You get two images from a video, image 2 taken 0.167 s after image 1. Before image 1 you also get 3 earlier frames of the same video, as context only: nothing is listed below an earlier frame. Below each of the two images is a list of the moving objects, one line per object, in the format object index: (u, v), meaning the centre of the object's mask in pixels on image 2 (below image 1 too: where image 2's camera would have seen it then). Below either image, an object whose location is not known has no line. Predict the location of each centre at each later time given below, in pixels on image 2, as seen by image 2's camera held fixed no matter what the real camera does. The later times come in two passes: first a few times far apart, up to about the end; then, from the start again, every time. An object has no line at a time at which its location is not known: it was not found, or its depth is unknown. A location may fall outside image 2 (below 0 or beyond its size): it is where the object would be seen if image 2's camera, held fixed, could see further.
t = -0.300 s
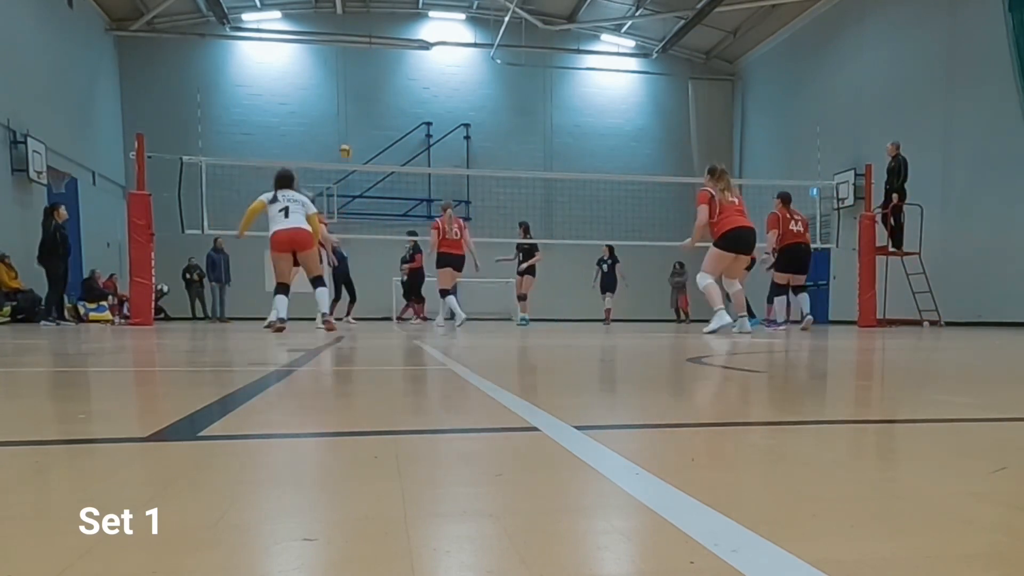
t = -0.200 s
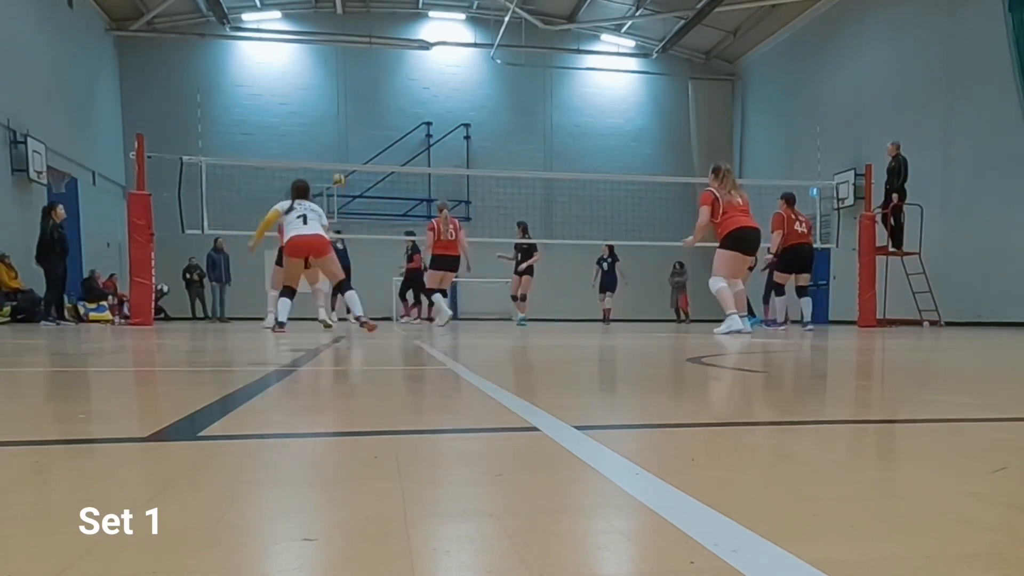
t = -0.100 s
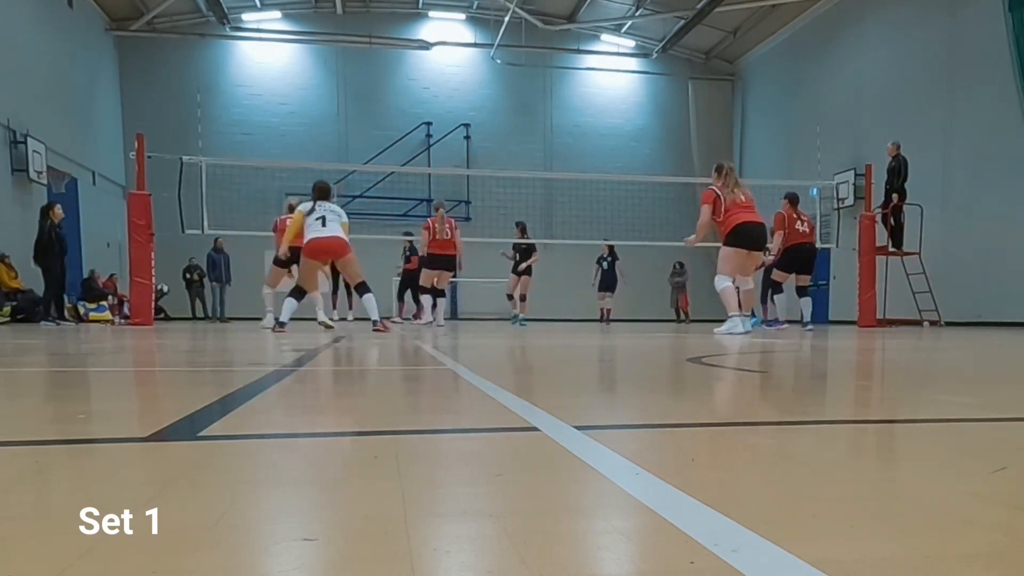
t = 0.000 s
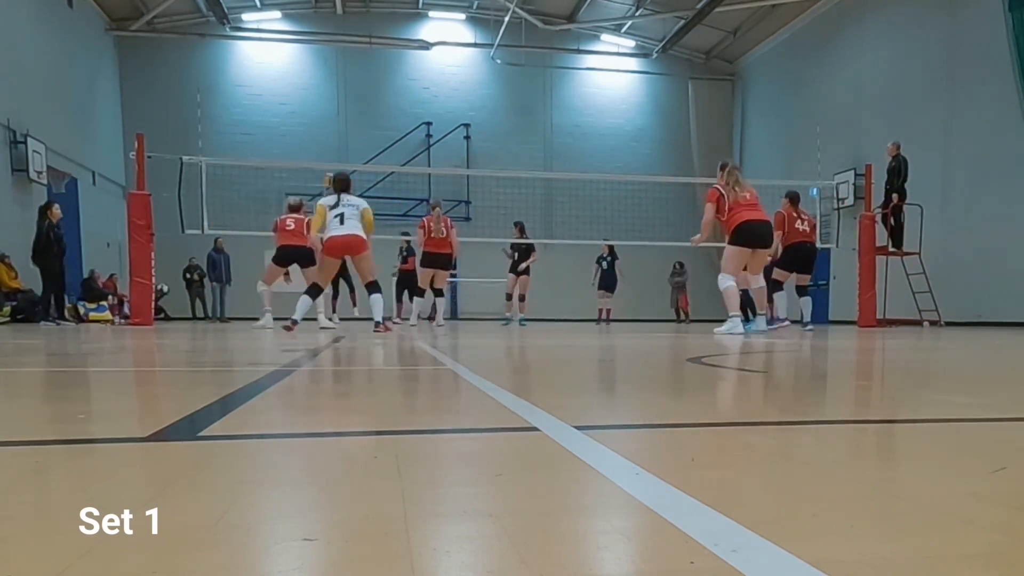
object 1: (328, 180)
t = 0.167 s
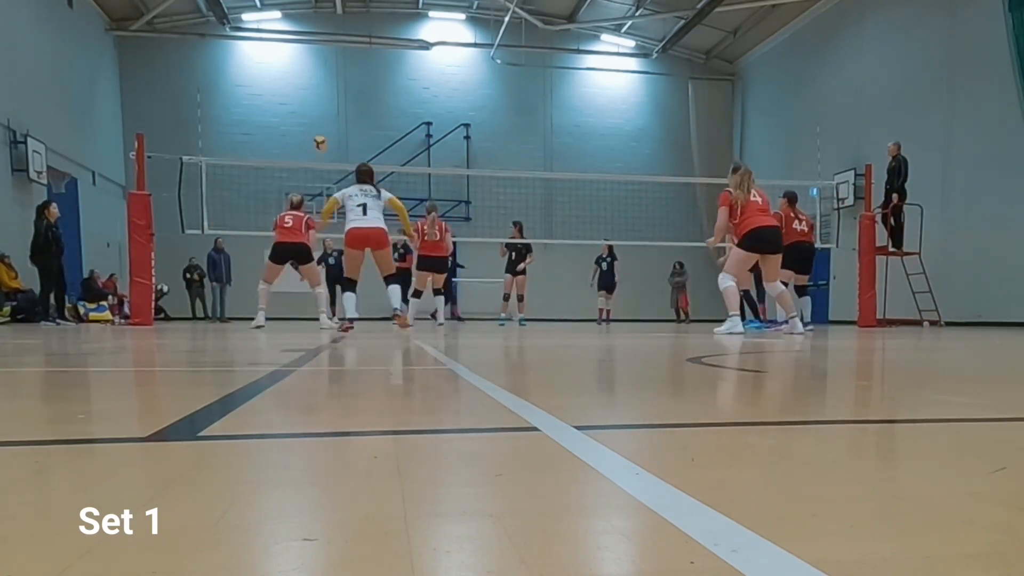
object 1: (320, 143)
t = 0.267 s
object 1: (313, 126)
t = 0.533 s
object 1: (285, 112)
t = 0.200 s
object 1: (317, 137)
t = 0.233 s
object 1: (315, 131)
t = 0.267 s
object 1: (313, 126)
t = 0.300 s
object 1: (310, 122)
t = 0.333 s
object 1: (307, 119)
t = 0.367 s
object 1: (303, 116)
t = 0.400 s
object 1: (300, 113)
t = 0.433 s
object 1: (297, 112)
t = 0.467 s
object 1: (293, 111)
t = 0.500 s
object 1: (289, 111)
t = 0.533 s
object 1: (285, 112)
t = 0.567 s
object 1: (280, 114)
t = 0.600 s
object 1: (275, 117)
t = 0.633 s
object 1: (270, 121)
